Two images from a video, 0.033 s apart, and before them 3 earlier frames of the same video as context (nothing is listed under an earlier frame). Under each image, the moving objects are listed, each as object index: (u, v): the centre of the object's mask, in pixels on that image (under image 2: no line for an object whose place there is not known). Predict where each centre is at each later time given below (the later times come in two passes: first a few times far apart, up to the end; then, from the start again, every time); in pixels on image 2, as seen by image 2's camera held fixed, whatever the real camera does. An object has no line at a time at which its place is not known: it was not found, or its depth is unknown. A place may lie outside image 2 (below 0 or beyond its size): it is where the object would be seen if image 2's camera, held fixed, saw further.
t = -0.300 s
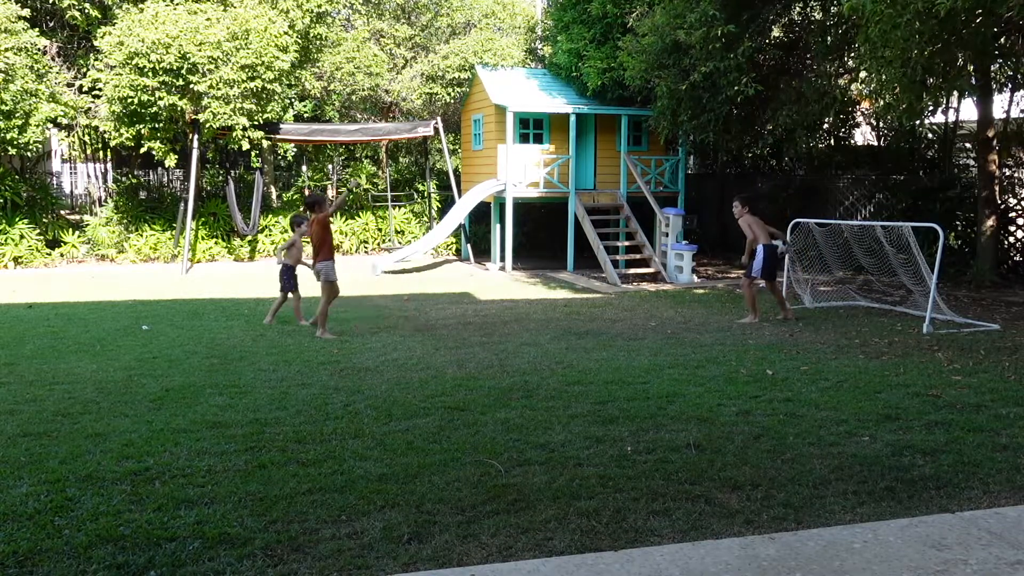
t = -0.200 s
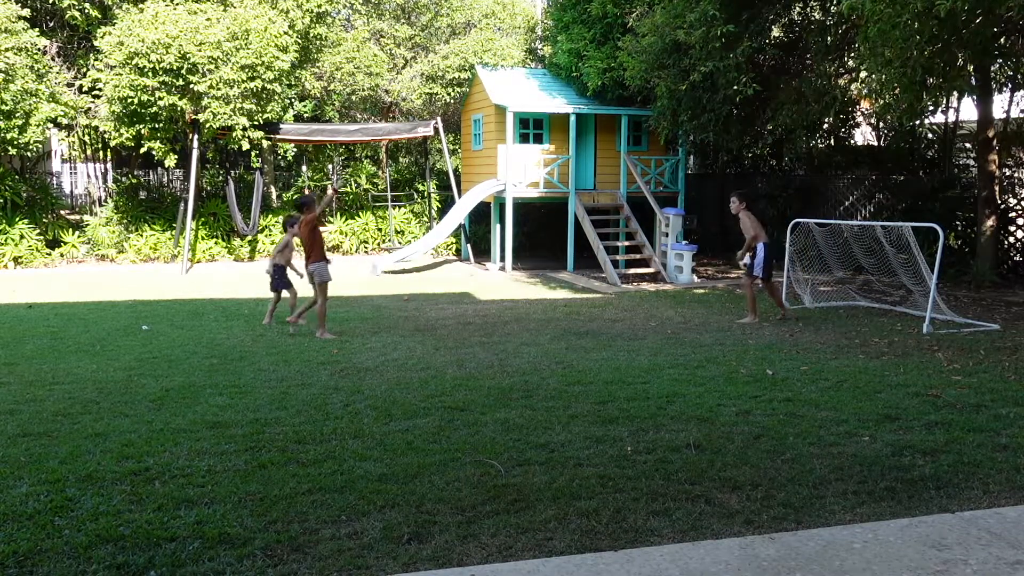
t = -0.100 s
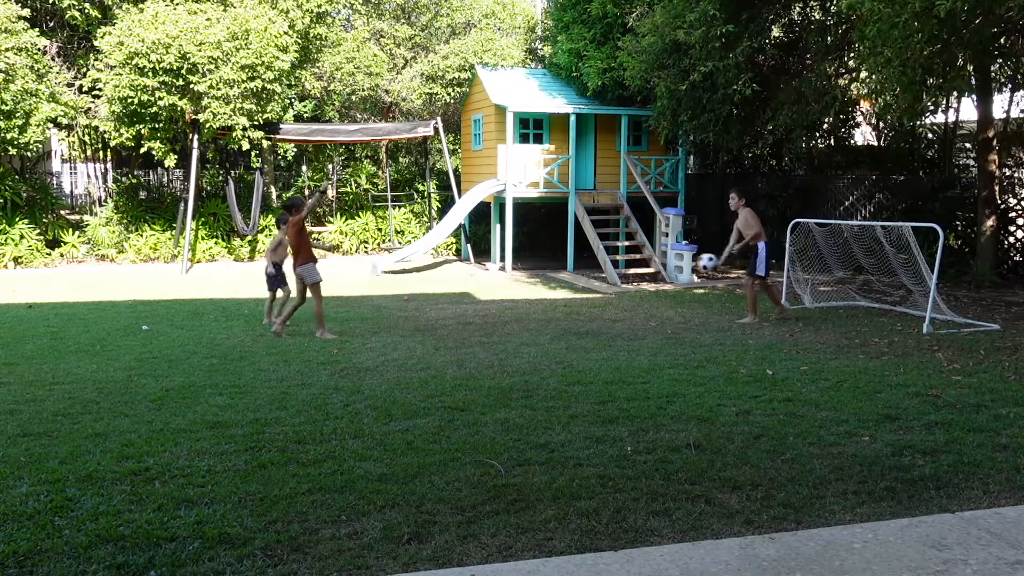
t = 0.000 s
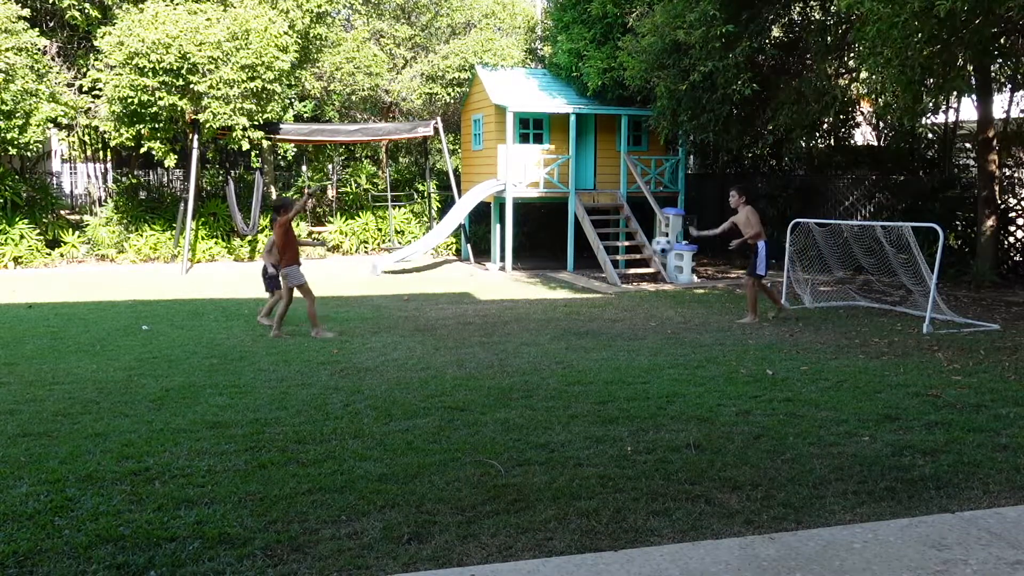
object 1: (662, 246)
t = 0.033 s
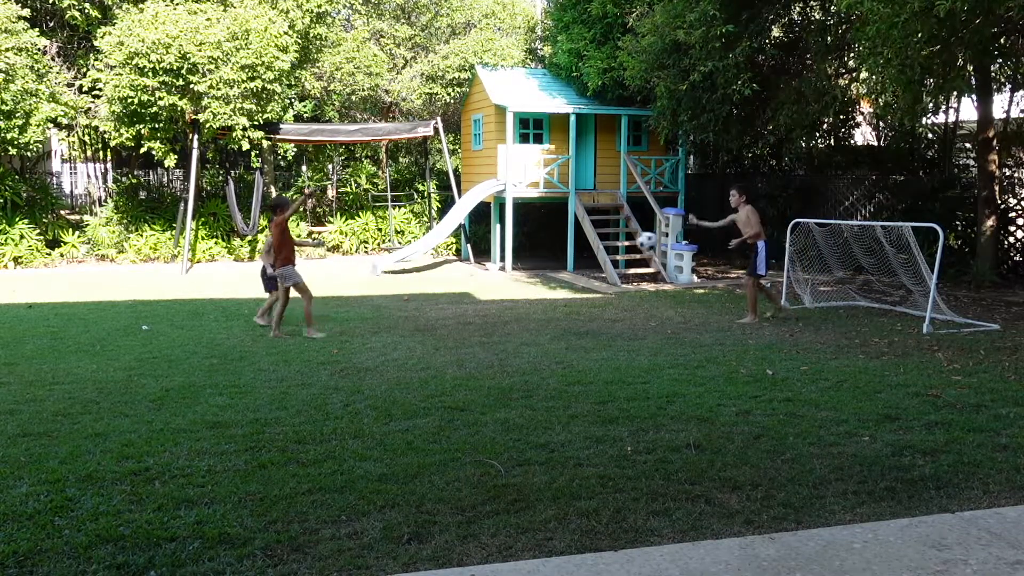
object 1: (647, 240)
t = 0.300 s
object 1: (520, 246)
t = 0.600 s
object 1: (366, 324)
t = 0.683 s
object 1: (330, 308)
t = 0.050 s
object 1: (639, 239)
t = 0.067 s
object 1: (631, 237)
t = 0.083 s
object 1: (624, 237)
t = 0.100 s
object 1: (616, 234)
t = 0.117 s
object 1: (608, 234)
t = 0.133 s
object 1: (601, 232)
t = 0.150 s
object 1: (593, 234)
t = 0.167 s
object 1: (584, 234)
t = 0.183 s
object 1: (576, 235)
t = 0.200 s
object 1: (568, 236)
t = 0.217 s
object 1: (559, 236)
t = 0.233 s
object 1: (552, 238)
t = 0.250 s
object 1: (543, 239)
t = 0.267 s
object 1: (535, 242)
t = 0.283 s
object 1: (527, 244)
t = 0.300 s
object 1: (520, 246)
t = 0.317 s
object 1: (511, 248)
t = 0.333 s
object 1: (502, 252)
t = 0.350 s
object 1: (493, 256)
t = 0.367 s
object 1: (485, 259)
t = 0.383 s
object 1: (477, 263)
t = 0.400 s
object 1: (468, 268)
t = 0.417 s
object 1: (460, 272)
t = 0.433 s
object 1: (451, 277)
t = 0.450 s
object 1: (442, 283)
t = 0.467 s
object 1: (434, 289)
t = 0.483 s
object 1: (422, 296)
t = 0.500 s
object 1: (415, 301)
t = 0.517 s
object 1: (406, 308)
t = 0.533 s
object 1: (397, 316)
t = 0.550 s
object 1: (388, 324)
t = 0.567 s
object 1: (380, 331)
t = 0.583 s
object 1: (373, 329)
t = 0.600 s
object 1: (366, 324)
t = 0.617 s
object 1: (358, 320)
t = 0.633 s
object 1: (352, 316)
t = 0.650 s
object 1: (344, 314)
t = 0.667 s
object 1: (337, 310)
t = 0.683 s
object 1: (330, 308)
